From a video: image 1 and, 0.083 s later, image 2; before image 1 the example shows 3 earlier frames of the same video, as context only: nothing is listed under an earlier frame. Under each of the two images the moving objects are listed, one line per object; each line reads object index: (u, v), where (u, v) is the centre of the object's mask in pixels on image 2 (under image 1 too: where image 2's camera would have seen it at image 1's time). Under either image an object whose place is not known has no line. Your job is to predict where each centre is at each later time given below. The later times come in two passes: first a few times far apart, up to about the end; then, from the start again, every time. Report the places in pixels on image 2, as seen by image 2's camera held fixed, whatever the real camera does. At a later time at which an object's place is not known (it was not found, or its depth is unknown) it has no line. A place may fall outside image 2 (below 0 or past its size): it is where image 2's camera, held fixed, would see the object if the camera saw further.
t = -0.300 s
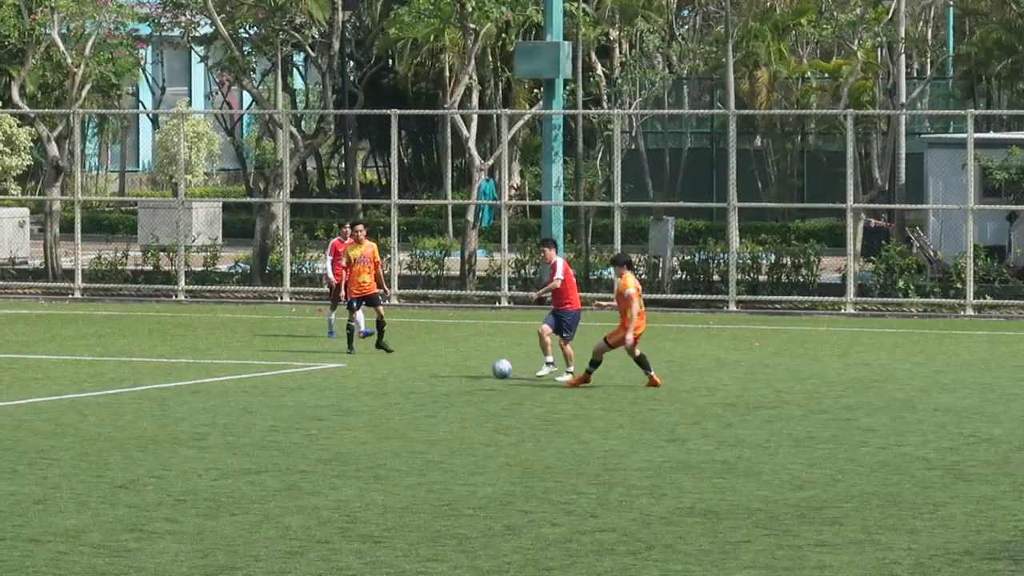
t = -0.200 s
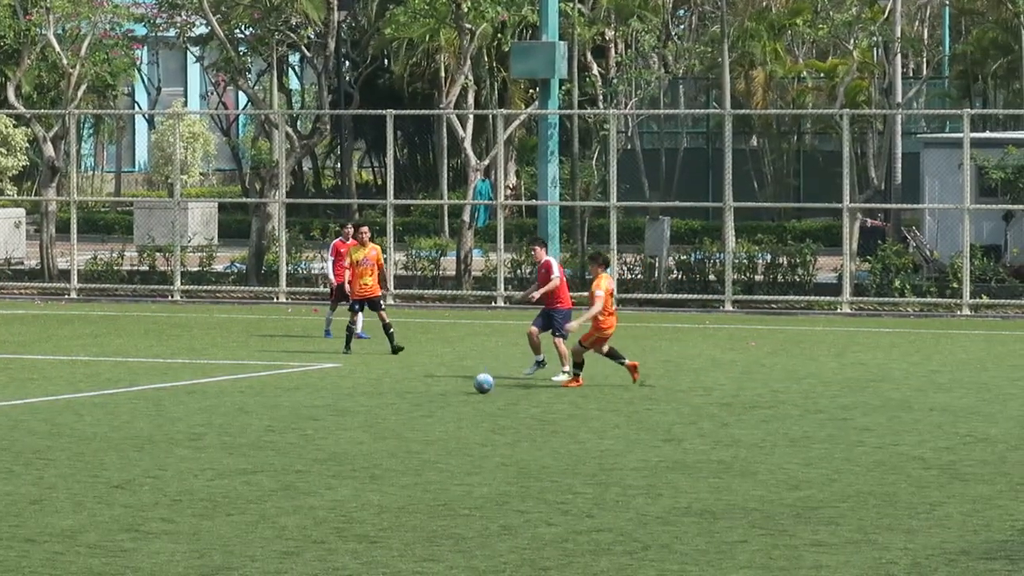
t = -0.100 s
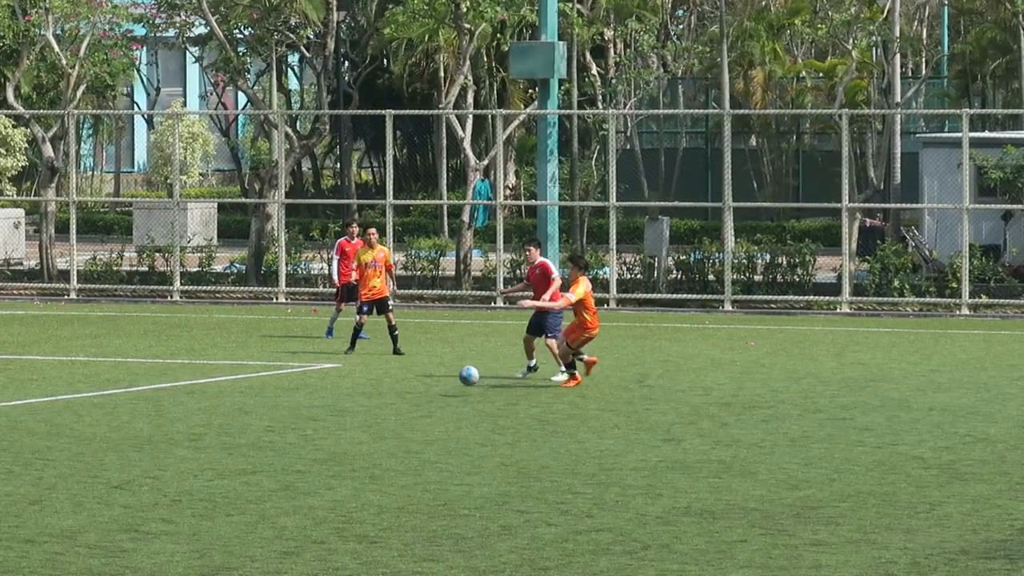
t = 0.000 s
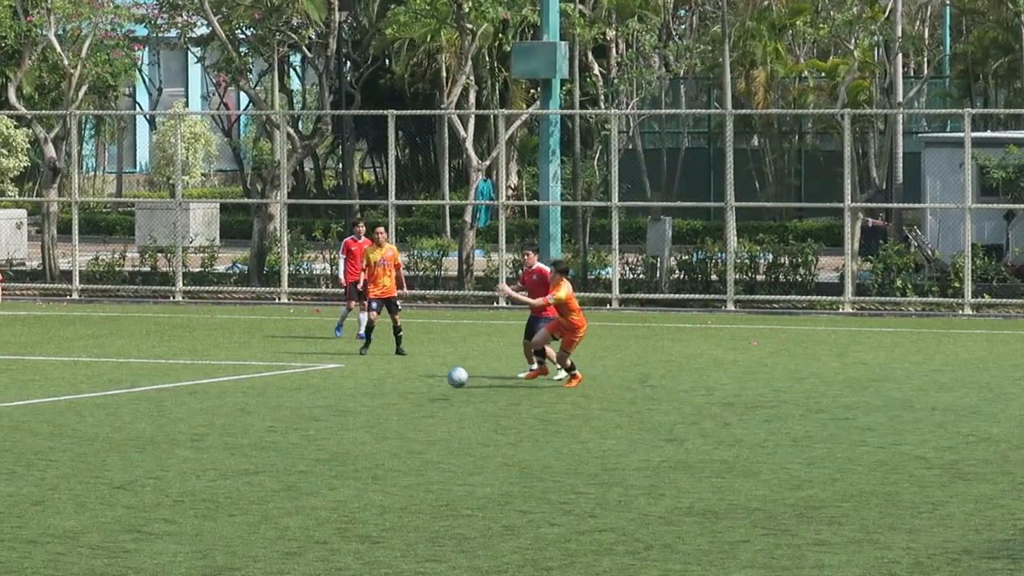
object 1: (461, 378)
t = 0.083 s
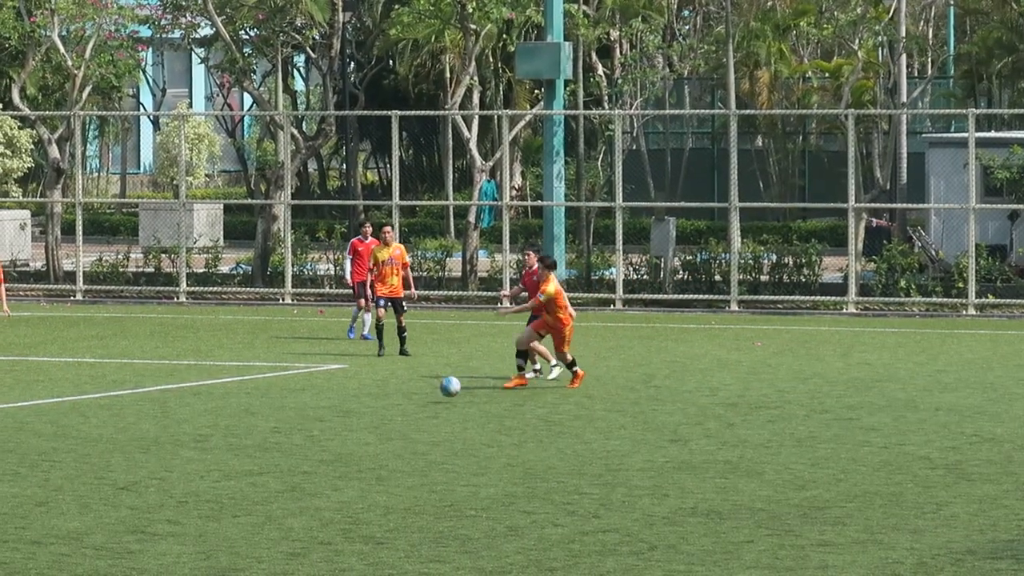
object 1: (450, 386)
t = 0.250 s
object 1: (428, 389)
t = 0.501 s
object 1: (397, 402)
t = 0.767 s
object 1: (366, 413)
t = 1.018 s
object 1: (337, 424)
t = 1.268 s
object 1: (307, 435)
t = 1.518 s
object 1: (281, 443)
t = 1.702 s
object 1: (261, 452)
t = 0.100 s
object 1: (448, 389)
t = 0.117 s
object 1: (445, 392)
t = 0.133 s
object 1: (443, 394)
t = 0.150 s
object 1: (441, 394)
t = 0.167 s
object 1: (439, 393)
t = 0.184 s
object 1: (437, 392)
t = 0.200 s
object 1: (434, 390)
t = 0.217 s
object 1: (433, 390)
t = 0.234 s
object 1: (431, 390)
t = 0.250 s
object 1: (428, 389)
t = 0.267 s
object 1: (426, 390)
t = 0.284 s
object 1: (424, 390)
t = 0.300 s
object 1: (422, 391)
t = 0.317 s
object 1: (420, 392)
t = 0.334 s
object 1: (417, 393)
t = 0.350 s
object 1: (415, 395)
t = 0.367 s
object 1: (413, 396)
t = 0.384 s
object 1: (411, 399)
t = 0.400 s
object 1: (409, 401)
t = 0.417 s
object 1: (407, 404)
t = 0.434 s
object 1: (405, 404)
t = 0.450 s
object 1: (403, 404)
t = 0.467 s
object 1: (402, 403)
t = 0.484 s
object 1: (399, 403)
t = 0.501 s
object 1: (397, 402)
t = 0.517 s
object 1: (395, 402)
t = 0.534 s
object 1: (393, 403)
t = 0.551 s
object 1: (391, 404)
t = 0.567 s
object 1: (389, 405)
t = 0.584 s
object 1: (387, 406)
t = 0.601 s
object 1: (385, 408)
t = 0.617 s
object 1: (383, 409)
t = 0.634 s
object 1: (381, 411)
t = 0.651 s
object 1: (379, 411)
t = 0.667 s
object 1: (377, 411)
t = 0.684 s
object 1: (376, 410)
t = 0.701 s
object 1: (373, 410)
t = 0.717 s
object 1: (372, 411)
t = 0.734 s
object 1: (370, 411)
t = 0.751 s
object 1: (368, 412)
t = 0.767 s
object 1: (366, 413)
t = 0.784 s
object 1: (364, 415)
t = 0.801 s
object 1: (362, 416)
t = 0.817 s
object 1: (360, 417)
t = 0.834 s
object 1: (358, 417)
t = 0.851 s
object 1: (356, 417)
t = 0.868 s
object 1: (354, 417)
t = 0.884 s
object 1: (352, 417)
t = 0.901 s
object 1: (350, 418)
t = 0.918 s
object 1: (348, 419)
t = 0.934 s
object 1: (346, 420)
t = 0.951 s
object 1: (344, 421)
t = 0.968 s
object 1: (342, 423)
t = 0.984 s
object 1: (341, 423)
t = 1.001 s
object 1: (339, 424)
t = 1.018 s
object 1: (337, 424)
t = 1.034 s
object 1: (335, 424)
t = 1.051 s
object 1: (333, 425)
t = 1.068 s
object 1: (331, 427)
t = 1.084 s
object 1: (329, 428)
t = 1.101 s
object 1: (327, 427)
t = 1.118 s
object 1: (325, 427)
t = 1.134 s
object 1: (323, 428)
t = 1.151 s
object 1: (321, 429)
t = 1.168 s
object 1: (319, 429)
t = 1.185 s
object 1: (317, 430)
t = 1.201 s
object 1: (315, 432)
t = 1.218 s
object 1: (313, 433)
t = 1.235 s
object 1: (311, 434)
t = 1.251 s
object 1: (309, 434)
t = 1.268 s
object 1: (307, 435)
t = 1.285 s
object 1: (306, 436)
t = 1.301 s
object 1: (304, 436)
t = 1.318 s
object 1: (302, 437)
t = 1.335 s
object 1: (301, 437)
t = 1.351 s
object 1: (298, 437)
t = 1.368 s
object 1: (297, 438)
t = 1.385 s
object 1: (295, 438)
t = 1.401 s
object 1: (293, 439)
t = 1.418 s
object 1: (291, 440)
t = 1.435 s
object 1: (289, 442)
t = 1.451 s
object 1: (287, 442)
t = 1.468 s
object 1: (285, 442)
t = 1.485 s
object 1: (284, 442)
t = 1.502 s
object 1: (282, 443)
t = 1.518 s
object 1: (281, 443)
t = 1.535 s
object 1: (279, 445)
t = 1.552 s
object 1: (277, 446)
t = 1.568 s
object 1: (275, 447)
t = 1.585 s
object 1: (274, 447)
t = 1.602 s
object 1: (272, 447)
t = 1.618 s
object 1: (270, 447)
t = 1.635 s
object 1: (268, 448)
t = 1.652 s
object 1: (266, 448)
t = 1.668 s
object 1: (264, 450)
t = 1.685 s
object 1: (263, 451)
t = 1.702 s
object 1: (261, 452)
